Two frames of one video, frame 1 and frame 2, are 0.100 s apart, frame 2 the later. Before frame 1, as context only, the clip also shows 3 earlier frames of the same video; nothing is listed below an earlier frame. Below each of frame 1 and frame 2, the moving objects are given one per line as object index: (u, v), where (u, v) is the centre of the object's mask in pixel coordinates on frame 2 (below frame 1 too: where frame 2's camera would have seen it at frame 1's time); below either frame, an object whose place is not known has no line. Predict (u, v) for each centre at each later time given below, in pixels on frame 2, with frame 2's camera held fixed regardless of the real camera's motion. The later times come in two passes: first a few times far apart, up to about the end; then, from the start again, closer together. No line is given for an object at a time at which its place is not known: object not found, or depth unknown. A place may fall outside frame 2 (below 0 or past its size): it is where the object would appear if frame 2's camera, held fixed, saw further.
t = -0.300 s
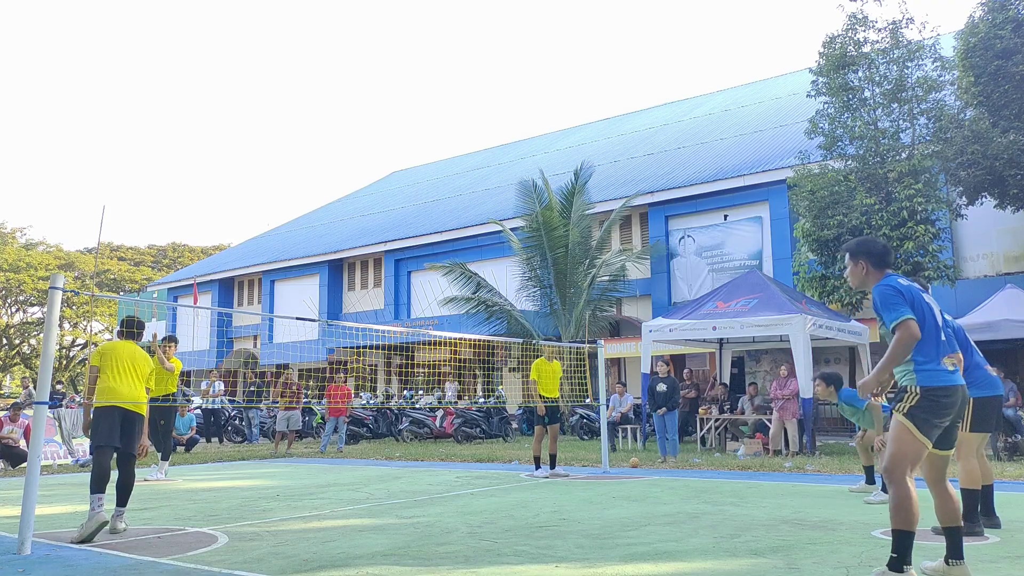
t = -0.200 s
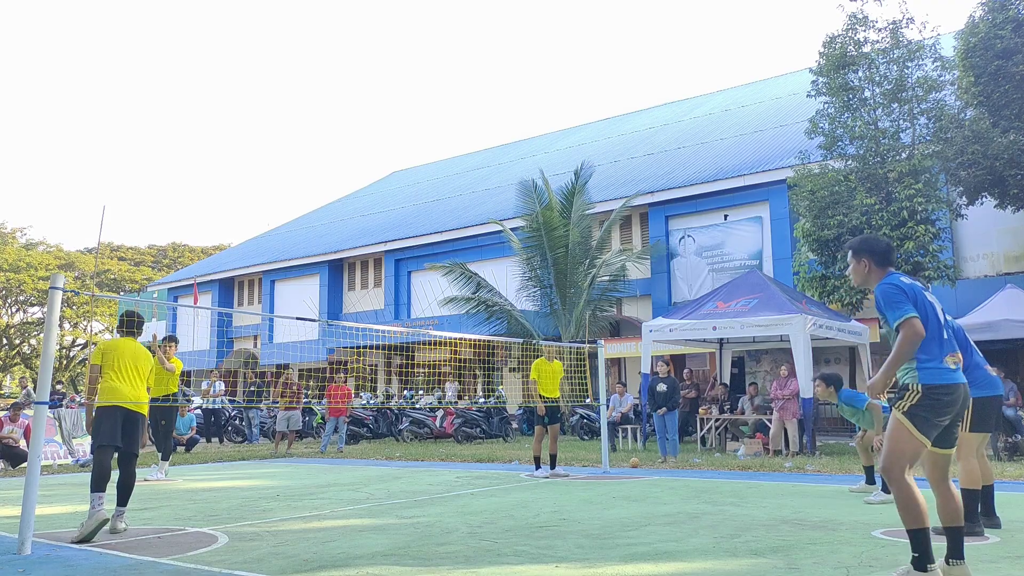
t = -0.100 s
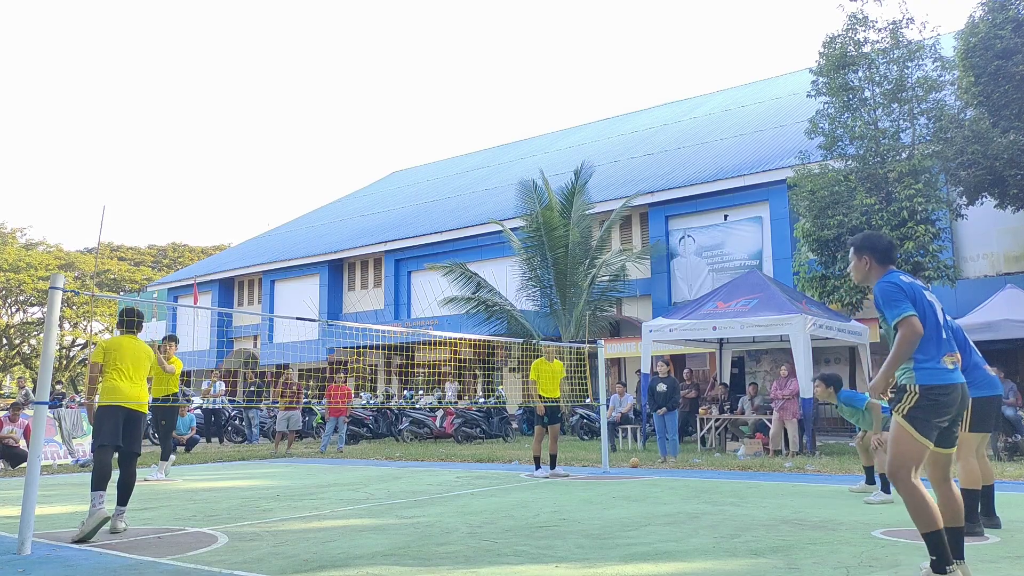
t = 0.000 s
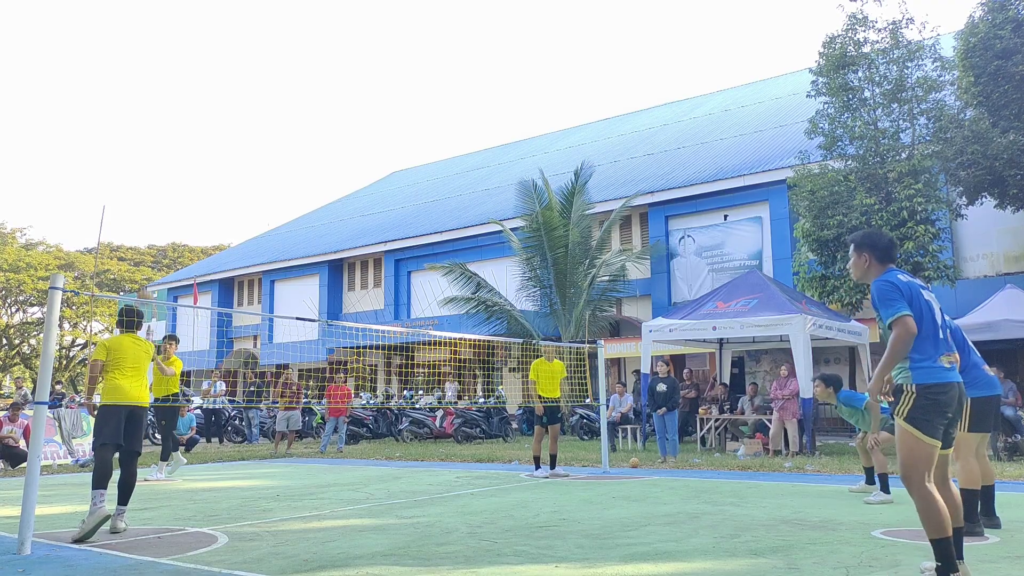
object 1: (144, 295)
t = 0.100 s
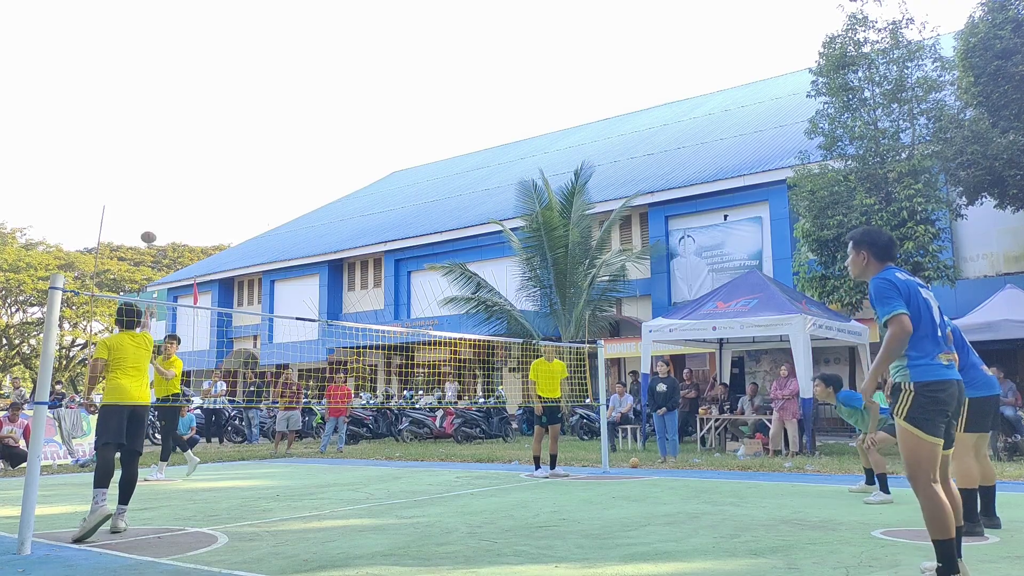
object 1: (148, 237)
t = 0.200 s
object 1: (151, 192)
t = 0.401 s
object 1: (154, 138)
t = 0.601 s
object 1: (155, 128)
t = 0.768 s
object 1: (155, 146)
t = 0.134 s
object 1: (149, 221)
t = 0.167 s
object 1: (150, 205)
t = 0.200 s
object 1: (151, 192)
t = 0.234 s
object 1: (152, 179)
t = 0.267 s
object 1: (152, 169)
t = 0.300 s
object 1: (153, 159)
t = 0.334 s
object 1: (153, 151)
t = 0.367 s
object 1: (154, 144)
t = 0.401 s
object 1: (154, 138)
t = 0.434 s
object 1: (155, 130)
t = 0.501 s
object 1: (155, 128)
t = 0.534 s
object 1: (155, 127)
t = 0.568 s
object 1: (155, 127)
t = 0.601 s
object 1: (155, 128)
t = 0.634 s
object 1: (155, 130)
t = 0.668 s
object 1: (155, 132)
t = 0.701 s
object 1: (155, 136)
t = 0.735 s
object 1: (155, 141)
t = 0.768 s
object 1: (155, 146)
